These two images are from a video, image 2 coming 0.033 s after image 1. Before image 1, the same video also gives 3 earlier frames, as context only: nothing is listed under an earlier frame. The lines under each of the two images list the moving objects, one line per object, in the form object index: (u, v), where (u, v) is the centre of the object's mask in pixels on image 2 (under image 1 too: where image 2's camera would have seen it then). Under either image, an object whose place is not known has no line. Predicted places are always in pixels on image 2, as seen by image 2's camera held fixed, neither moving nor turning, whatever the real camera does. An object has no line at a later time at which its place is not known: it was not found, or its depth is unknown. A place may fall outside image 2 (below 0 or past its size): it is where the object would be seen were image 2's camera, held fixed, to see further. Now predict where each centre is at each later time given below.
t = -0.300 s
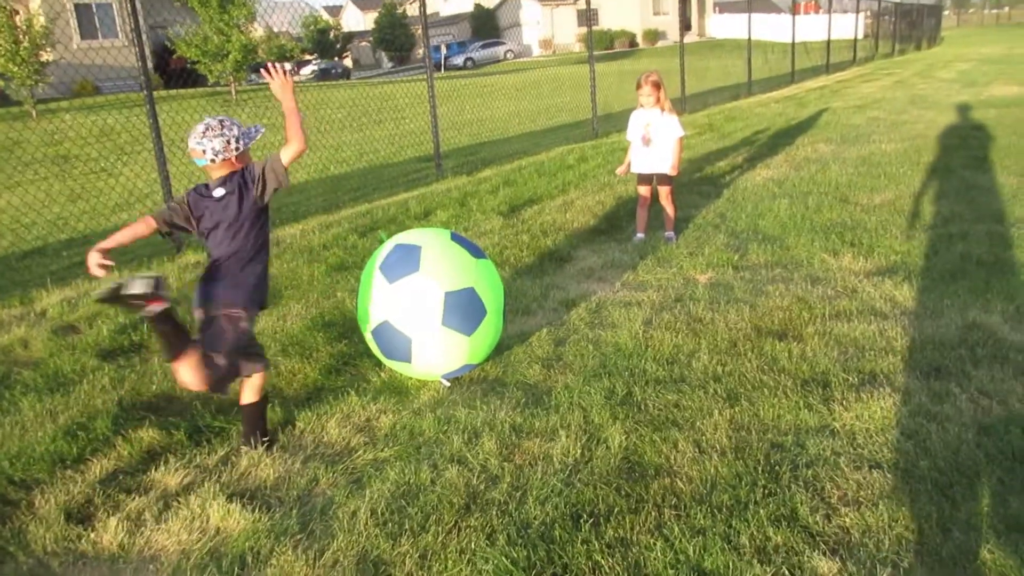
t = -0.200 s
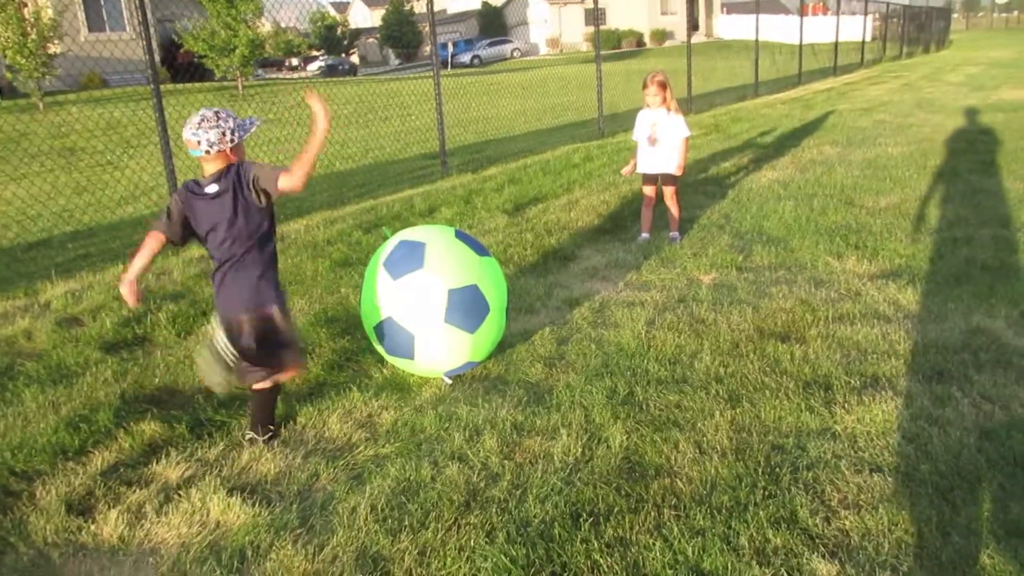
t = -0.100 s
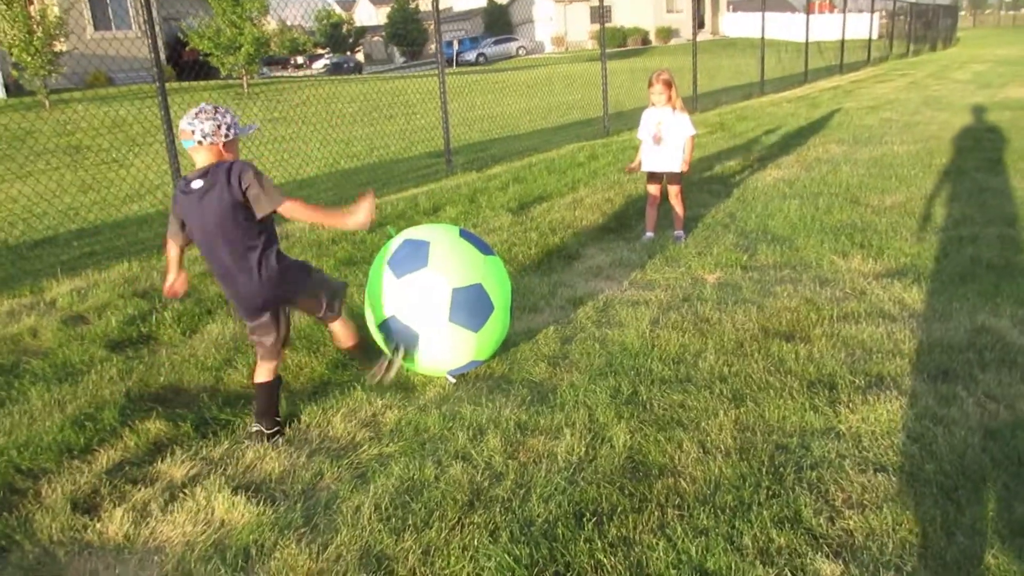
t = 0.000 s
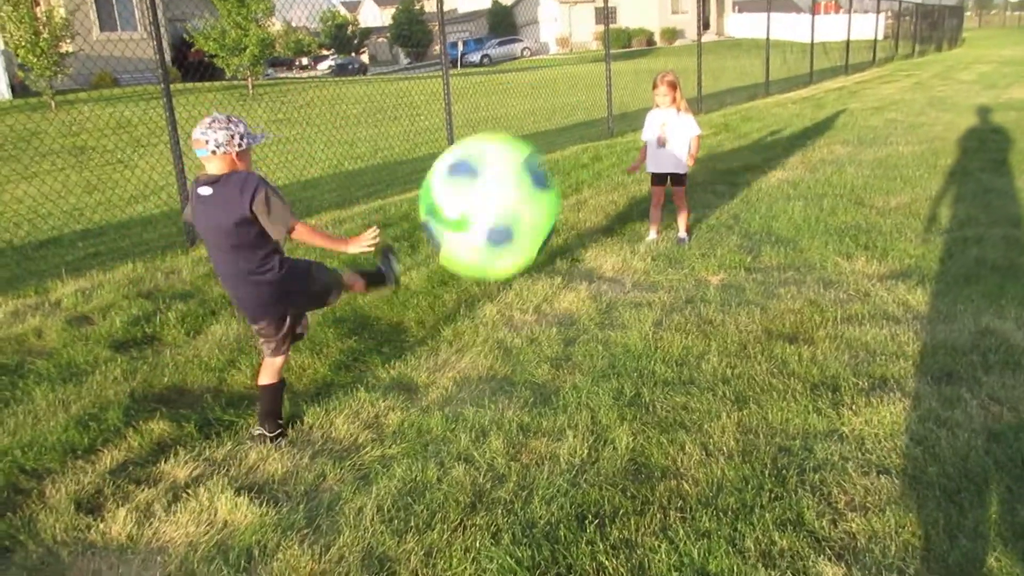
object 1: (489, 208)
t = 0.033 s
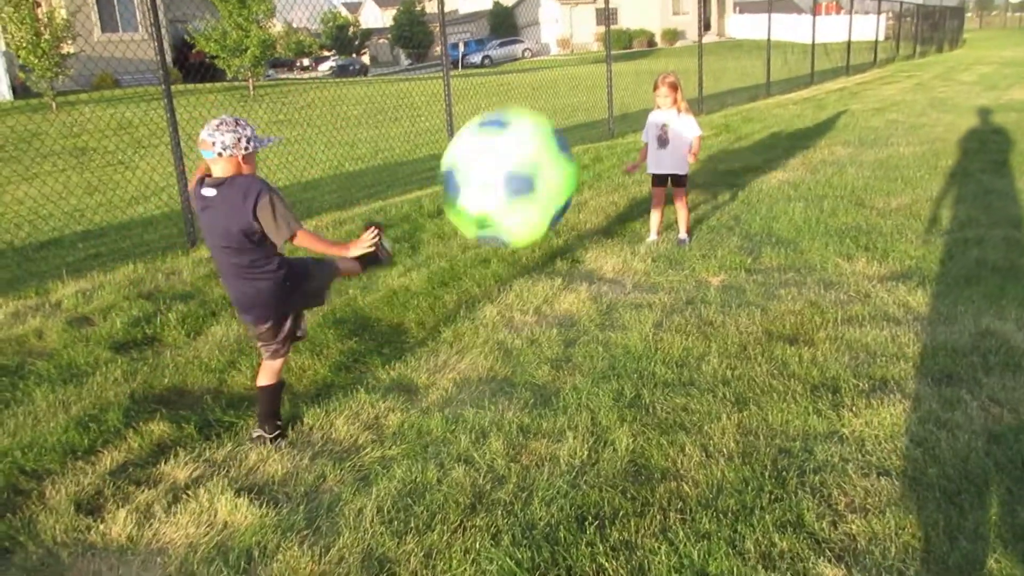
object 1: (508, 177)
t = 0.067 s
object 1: (526, 151)
